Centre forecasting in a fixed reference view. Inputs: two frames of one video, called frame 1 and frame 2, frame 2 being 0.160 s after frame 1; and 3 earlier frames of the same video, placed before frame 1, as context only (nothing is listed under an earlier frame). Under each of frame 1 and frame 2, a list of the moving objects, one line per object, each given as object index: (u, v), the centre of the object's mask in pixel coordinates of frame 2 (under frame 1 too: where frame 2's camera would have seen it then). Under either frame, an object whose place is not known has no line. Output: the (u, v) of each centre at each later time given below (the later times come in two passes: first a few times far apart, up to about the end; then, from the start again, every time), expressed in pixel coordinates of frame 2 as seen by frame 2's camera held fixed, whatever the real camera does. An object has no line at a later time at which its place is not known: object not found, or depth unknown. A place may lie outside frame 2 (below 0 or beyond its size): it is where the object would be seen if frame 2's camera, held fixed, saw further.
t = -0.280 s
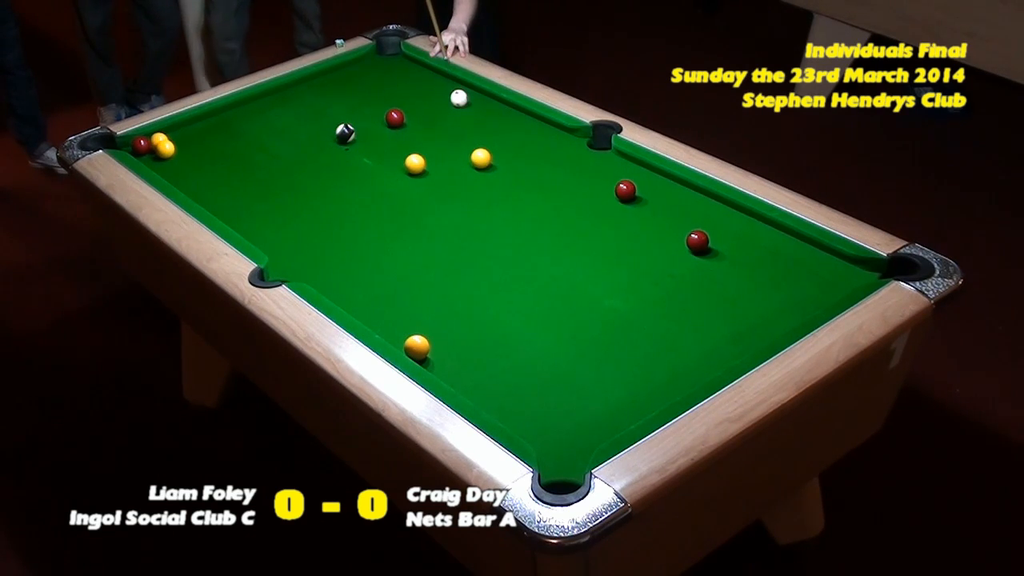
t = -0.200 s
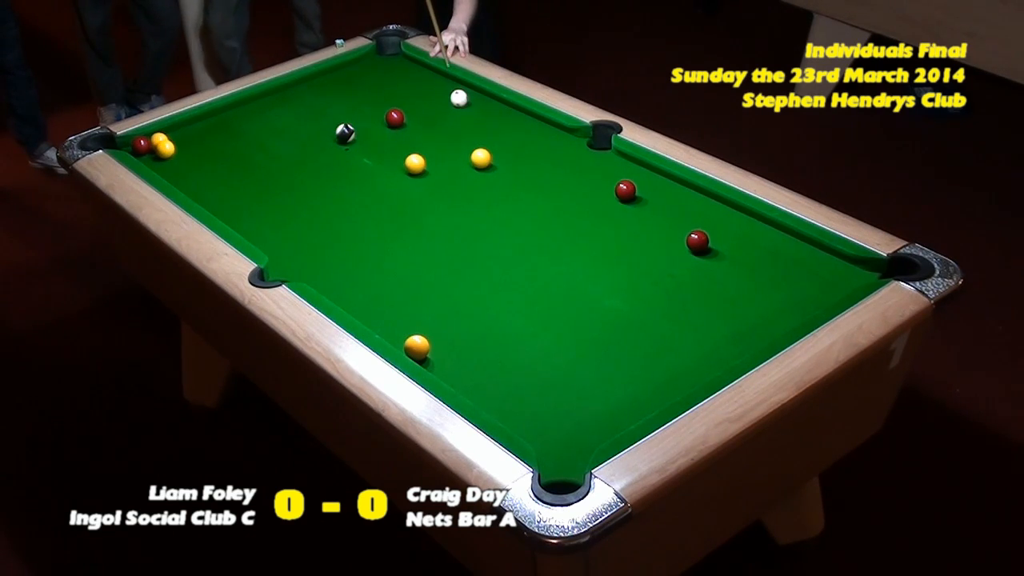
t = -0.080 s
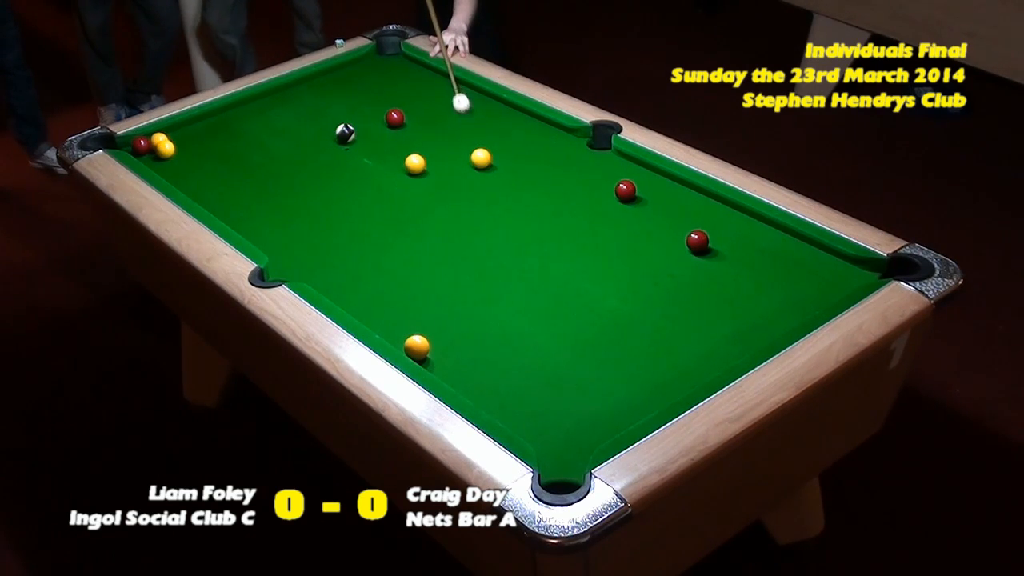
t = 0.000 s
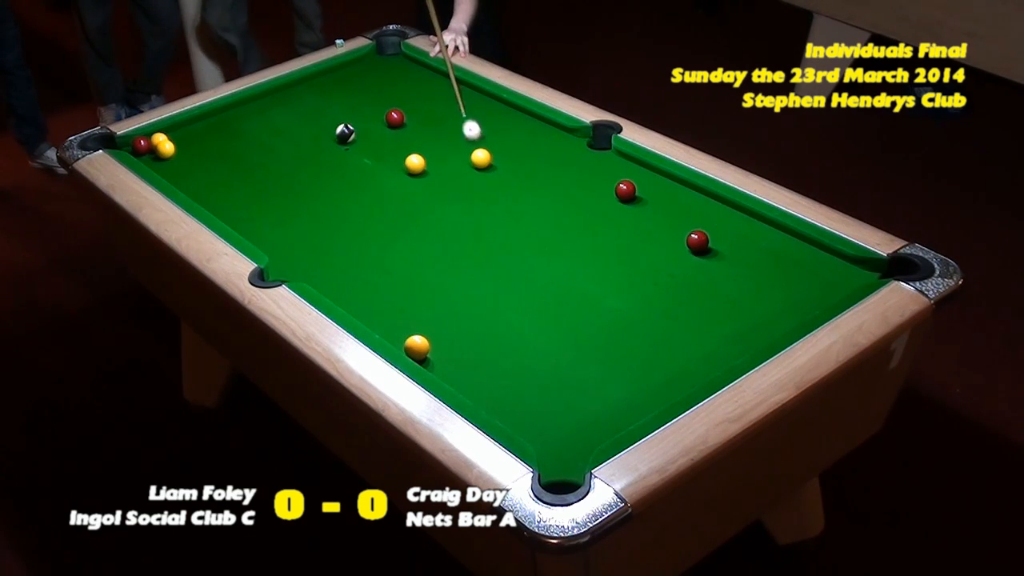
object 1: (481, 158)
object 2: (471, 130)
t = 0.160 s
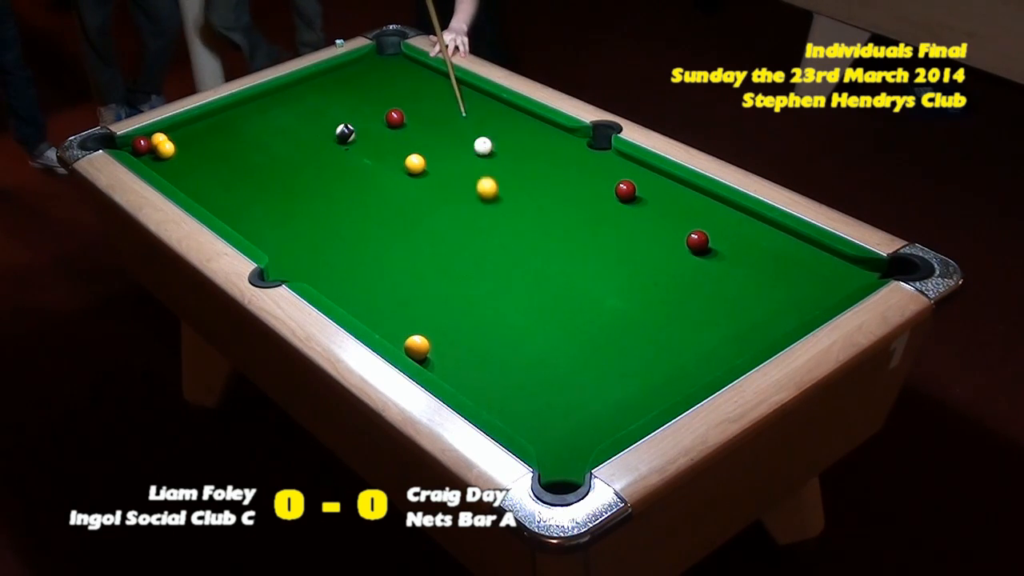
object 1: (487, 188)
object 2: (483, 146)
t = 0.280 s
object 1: (493, 221)
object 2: (486, 141)
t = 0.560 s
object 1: (509, 304)
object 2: (494, 131)
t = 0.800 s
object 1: (525, 391)
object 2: (500, 123)
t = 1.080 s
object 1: (571, 439)
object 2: (506, 115)
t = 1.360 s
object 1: (513, 393)
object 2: (511, 109)
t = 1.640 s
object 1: (465, 353)
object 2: (505, 109)
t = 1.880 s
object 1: (429, 323)
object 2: (501, 110)
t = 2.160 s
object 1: (391, 292)
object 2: (499, 111)
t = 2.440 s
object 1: (358, 265)
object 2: (498, 111)
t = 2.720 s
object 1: (329, 241)
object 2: (499, 110)
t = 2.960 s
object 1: (308, 223)
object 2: (499, 110)
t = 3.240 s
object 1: (286, 204)
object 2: (499, 110)
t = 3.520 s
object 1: (266, 188)
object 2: (499, 110)
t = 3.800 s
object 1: (248, 173)
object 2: (498, 110)
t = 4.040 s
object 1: (234, 162)
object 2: (498, 110)
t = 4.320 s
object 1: (220, 151)
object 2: (498, 110)
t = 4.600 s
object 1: (207, 141)
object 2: (498, 110)
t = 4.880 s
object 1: (196, 132)
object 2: (498, 110)
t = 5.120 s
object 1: (188, 126)
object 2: (498, 110)
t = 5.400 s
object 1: (192, 127)
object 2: (499, 111)
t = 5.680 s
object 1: (199, 131)
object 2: (498, 110)
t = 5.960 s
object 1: (204, 133)
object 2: (499, 110)
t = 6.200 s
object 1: (208, 135)
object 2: (499, 110)
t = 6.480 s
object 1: (211, 136)
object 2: (498, 110)
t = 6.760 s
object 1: (212, 136)
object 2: (498, 110)
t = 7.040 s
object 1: (213, 137)
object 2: (499, 110)
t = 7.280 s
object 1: (213, 137)
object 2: (499, 110)
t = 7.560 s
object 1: (213, 136)
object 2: (499, 110)
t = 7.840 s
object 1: (213, 136)
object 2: (498, 111)
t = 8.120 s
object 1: (213, 136)
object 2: (499, 110)
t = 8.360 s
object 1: (213, 136)
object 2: (499, 110)
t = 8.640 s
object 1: (213, 136)
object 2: (499, 110)
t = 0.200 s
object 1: (489, 200)
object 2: (484, 144)
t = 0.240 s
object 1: (491, 211)
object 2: (485, 143)
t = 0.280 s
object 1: (493, 221)
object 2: (486, 141)
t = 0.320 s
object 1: (495, 232)
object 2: (487, 139)
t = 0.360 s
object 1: (498, 244)
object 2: (488, 138)
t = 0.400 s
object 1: (500, 256)
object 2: (489, 136)
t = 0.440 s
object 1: (502, 268)
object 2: (491, 135)
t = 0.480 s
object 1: (504, 279)
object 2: (492, 133)
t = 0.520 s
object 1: (507, 292)
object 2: (493, 132)
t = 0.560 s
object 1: (509, 304)
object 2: (494, 131)
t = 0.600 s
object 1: (512, 318)
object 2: (495, 129)
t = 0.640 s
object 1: (514, 332)
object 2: (496, 128)
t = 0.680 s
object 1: (517, 346)
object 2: (497, 127)
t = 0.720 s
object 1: (520, 360)
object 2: (498, 125)
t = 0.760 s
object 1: (522, 375)
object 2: (499, 124)
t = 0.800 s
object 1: (525, 391)
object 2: (500, 123)
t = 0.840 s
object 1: (528, 406)
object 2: (501, 122)
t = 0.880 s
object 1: (532, 422)
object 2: (502, 120)
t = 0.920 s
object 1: (536, 436)
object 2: (502, 119)
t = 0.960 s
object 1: (553, 443)
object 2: (503, 118)
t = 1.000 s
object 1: (572, 447)
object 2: (504, 117)
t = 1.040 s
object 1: (581, 447)
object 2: (505, 116)
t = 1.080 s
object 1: (571, 439)
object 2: (506, 115)
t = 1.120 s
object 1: (561, 432)
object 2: (507, 114)
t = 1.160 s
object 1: (552, 425)
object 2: (508, 113)
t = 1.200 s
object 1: (544, 418)
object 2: (508, 112)
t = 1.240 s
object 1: (536, 412)
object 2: (509, 111)
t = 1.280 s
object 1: (528, 405)
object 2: (510, 111)
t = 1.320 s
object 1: (521, 399)
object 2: (511, 110)
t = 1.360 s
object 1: (513, 393)
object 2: (511, 109)
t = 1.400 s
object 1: (506, 387)
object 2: (511, 109)
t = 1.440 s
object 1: (499, 381)
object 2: (510, 109)
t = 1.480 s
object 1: (492, 375)
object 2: (509, 109)
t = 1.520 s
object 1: (485, 370)
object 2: (508, 109)
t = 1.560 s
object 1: (478, 364)
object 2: (507, 109)
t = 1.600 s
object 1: (471, 358)
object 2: (506, 109)
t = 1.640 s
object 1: (465, 353)
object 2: (505, 109)
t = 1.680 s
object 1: (458, 347)
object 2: (504, 109)
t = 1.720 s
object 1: (452, 342)
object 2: (503, 109)
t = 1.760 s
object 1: (446, 337)
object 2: (503, 110)
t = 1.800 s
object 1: (440, 333)
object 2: (502, 110)
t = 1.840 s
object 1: (434, 328)
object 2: (501, 110)
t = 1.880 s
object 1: (429, 323)
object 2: (501, 110)
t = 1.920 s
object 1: (423, 318)
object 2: (500, 110)
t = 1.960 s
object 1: (417, 314)
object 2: (500, 110)
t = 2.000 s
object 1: (411, 309)
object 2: (499, 110)
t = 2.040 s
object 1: (406, 305)
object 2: (499, 110)
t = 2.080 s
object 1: (401, 301)
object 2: (499, 110)
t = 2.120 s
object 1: (396, 296)
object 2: (499, 111)
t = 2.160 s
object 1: (391, 292)
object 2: (499, 111)
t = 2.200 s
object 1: (386, 288)
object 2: (498, 111)
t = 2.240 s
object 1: (381, 284)
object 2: (498, 111)
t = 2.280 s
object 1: (376, 280)
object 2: (498, 110)
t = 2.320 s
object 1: (371, 277)
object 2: (498, 110)
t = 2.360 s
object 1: (367, 272)
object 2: (498, 110)
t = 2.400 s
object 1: (362, 269)
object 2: (498, 110)
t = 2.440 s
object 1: (358, 265)
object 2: (498, 111)
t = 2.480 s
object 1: (353, 262)
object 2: (498, 111)
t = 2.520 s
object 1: (349, 258)
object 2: (499, 110)
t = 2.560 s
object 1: (345, 255)
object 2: (499, 110)
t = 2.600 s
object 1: (341, 251)
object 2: (499, 111)
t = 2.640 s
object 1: (337, 248)
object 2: (499, 110)
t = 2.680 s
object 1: (333, 245)
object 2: (499, 110)
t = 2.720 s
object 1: (329, 241)
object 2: (499, 110)
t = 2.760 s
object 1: (325, 238)
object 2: (499, 110)
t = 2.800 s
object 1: (322, 235)
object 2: (499, 110)
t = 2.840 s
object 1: (318, 232)
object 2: (498, 110)
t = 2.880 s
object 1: (315, 229)
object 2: (498, 111)
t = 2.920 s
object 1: (311, 226)
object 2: (499, 110)
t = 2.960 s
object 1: (308, 223)
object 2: (499, 110)
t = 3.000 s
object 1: (304, 220)
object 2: (499, 110)
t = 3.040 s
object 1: (301, 217)
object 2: (499, 110)
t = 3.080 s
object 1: (298, 215)
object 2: (499, 110)
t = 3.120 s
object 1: (295, 212)
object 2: (499, 110)
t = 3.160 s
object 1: (292, 209)
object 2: (499, 110)
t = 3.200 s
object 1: (289, 207)
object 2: (499, 110)
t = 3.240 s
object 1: (286, 204)
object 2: (499, 110)
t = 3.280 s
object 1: (283, 202)
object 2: (499, 110)
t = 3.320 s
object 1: (280, 199)
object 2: (499, 111)
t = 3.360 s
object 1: (277, 197)
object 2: (499, 111)
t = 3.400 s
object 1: (274, 194)
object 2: (498, 111)
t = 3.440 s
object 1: (271, 192)
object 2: (499, 110)
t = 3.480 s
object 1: (269, 190)
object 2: (499, 110)
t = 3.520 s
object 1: (266, 188)
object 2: (499, 110)
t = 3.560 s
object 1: (263, 185)
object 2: (498, 110)
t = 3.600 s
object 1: (260, 183)
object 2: (499, 111)
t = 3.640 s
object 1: (258, 181)
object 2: (498, 110)
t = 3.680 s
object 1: (255, 179)
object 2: (499, 110)
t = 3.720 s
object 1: (253, 177)
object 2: (499, 110)
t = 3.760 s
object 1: (250, 175)
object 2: (499, 110)
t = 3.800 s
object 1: (248, 173)
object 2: (498, 110)
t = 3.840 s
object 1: (245, 171)
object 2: (498, 110)
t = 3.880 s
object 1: (243, 170)
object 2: (498, 110)
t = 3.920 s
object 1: (240, 167)
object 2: (499, 110)
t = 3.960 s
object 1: (238, 166)
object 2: (498, 111)
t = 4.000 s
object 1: (236, 164)
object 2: (498, 110)
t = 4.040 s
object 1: (234, 162)
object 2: (498, 110)
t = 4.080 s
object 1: (232, 160)
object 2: (499, 110)
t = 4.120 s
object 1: (230, 159)
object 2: (498, 110)
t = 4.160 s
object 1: (228, 157)
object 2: (498, 111)
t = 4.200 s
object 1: (226, 156)
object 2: (498, 110)
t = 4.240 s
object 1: (224, 154)
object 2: (498, 110)
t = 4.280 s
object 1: (222, 153)
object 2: (498, 110)
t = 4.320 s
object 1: (220, 151)
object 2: (498, 110)
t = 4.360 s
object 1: (218, 149)
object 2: (498, 111)
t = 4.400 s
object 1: (216, 148)
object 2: (498, 110)
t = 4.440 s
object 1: (214, 146)
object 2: (498, 110)
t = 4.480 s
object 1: (212, 145)
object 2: (498, 110)
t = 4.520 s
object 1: (211, 144)
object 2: (498, 110)
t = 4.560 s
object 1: (209, 142)
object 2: (498, 110)
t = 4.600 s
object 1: (207, 141)
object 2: (498, 110)
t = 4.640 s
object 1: (205, 140)
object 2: (498, 110)
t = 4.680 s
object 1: (204, 138)
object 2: (498, 110)
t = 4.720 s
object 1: (202, 137)
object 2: (498, 110)
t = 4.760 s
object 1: (201, 136)
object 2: (498, 110)
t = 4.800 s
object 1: (199, 135)
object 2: (498, 110)
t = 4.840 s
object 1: (198, 133)
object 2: (498, 110)
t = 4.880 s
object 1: (196, 132)
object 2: (498, 110)
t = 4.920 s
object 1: (195, 131)
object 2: (498, 110)
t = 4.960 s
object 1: (193, 130)
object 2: (498, 110)
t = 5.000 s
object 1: (192, 129)
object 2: (498, 110)
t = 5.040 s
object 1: (191, 128)
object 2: (498, 110)
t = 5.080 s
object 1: (189, 127)
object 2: (498, 110)
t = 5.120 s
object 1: (188, 126)
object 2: (498, 110)
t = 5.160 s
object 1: (187, 124)
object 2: (498, 110)
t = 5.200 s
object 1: (186, 124)
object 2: (498, 110)
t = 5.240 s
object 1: (188, 125)
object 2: (498, 111)
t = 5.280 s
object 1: (189, 125)
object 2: (498, 110)
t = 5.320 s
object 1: (190, 126)
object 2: (499, 110)
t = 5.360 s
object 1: (191, 126)
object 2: (498, 111)
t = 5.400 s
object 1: (192, 127)
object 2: (499, 111)
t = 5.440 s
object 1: (193, 127)
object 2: (499, 111)
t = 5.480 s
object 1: (194, 128)
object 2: (498, 110)
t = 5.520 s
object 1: (195, 129)
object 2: (498, 111)
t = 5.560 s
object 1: (196, 129)
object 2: (498, 110)
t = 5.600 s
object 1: (197, 130)
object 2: (499, 110)
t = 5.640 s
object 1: (198, 130)
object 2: (499, 110)
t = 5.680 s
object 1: (199, 131)
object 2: (498, 110)
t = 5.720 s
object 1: (200, 131)
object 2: (498, 110)
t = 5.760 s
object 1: (200, 131)
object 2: (498, 110)
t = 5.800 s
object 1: (201, 132)
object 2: (498, 110)
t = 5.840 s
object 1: (202, 132)
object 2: (498, 110)
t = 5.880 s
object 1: (203, 133)
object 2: (498, 110)
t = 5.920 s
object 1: (204, 133)
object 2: (499, 110)
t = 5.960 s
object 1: (204, 133)
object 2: (499, 110)
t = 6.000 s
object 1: (205, 134)
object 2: (499, 110)
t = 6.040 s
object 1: (206, 134)
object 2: (499, 110)
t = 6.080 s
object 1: (206, 134)
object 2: (498, 111)
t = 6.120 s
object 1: (207, 134)
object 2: (498, 111)
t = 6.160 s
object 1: (207, 135)
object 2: (498, 111)
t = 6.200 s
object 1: (208, 135)
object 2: (499, 110)
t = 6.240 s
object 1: (208, 135)
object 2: (499, 110)
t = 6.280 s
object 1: (209, 135)
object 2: (498, 110)
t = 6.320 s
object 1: (209, 136)
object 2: (498, 111)
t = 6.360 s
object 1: (210, 136)
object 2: (498, 111)
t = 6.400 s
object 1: (210, 136)
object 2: (498, 111)
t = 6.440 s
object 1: (211, 136)
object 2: (498, 110)
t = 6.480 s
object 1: (211, 136)
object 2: (498, 110)
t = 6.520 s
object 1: (211, 136)
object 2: (498, 111)
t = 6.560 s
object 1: (211, 136)
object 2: (498, 110)
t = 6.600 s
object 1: (212, 136)
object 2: (498, 110)
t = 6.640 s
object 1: (212, 136)
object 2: (498, 110)
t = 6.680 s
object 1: (212, 136)
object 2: (498, 110)
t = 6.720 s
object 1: (212, 136)
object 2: (498, 110)
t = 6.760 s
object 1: (212, 136)
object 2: (498, 110)
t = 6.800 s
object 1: (212, 136)
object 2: (498, 111)
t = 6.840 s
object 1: (213, 136)
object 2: (498, 110)
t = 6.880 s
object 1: (213, 136)
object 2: (498, 110)
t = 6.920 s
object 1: (213, 136)
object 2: (499, 110)
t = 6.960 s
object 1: (213, 136)
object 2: (499, 110)
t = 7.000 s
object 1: (213, 136)
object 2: (498, 110)
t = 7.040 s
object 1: (213, 137)
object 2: (499, 110)
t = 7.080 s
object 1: (213, 137)
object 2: (499, 110)
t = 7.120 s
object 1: (213, 137)
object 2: (499, 110)
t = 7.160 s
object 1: (213, 137)
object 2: (499, 110)
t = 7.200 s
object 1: (213, 136)
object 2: (499, 110)
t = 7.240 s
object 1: (213, 137)
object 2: (499, 110)
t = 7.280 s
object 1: (213, 137)
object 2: (499, 110)
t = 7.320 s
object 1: (213, 137)
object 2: (499, 110)
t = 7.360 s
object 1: (213, 137)
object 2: (499, 110)
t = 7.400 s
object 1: (213, 137)
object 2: (498, 111)
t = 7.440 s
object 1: (213, 137)
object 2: (499, 110)
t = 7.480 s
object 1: (213, 137)
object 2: (498, 111)
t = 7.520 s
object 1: (213, 137)
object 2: (498, 111)
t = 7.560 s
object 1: (213, 136)
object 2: (499, 110)
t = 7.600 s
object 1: (213, 136)
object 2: (499, 110)
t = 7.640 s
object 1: (213, 136)
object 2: (499, 110)
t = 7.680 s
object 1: (213, 136)
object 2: (499, 110)
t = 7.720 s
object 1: (213, 137)
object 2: (499, 110)
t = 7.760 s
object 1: (213, 136)
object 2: (499, 110)
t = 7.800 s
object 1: (213, 136)
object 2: (498, 111)
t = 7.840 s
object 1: (213, 136)
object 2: (498, 111)
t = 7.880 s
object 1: (213, 137)
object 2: (499, 110)
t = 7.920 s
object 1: (213, 136)
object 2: (499, 110)
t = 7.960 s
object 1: (213, 137)
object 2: (499, 110)
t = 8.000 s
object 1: (213, 136)
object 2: (499, 110)
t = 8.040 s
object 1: (213, 136)
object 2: (498, 111)
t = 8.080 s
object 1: (213, 136)
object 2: (498, 111)
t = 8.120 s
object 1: (213, 136)
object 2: (499, 110)
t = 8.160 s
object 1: (213, 136)
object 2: (499, 110)
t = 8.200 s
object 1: (213, 136)
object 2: (499, 110)
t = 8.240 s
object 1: (213, 136)
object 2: (499, 110)
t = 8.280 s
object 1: (213, 136)
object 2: (498, 111)
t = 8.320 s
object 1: (213, 136)
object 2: (498, 111)
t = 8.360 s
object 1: (213, 136)
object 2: (499, 110)
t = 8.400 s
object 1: (213, 136)
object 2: (499, 110)
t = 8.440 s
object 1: (213, 136)
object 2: (498, 111)
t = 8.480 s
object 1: (213, 136)
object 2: (499, 110)
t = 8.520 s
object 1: (213, 136)
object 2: (498, 111)
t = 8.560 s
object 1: (213, 136)
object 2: (499, 110)
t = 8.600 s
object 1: (213, 136)
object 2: (499, 111)
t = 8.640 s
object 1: (213, 136)
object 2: (499, 110)
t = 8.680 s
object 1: (213, 136)
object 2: (499, 110)
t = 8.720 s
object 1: (213, 136)
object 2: (499, 110)
